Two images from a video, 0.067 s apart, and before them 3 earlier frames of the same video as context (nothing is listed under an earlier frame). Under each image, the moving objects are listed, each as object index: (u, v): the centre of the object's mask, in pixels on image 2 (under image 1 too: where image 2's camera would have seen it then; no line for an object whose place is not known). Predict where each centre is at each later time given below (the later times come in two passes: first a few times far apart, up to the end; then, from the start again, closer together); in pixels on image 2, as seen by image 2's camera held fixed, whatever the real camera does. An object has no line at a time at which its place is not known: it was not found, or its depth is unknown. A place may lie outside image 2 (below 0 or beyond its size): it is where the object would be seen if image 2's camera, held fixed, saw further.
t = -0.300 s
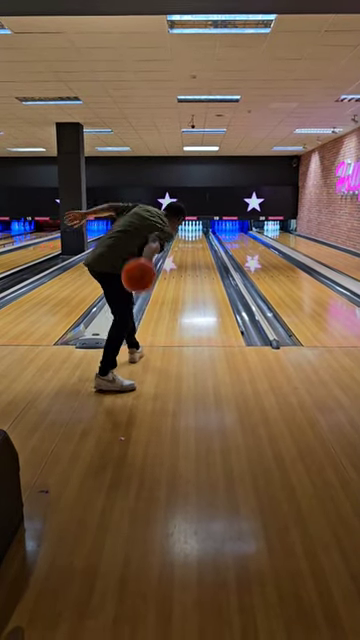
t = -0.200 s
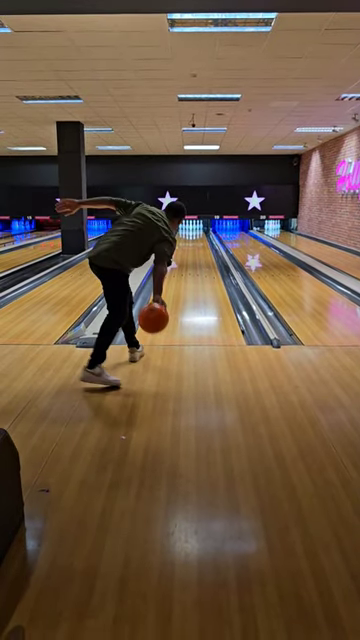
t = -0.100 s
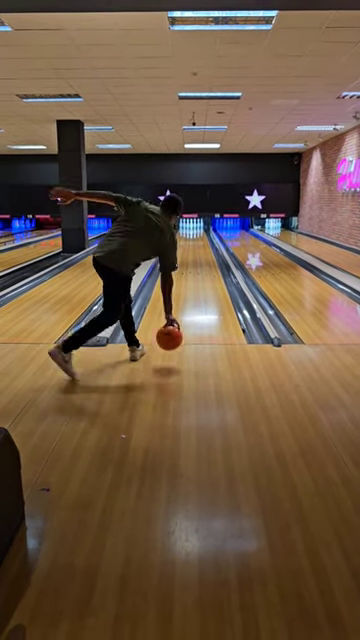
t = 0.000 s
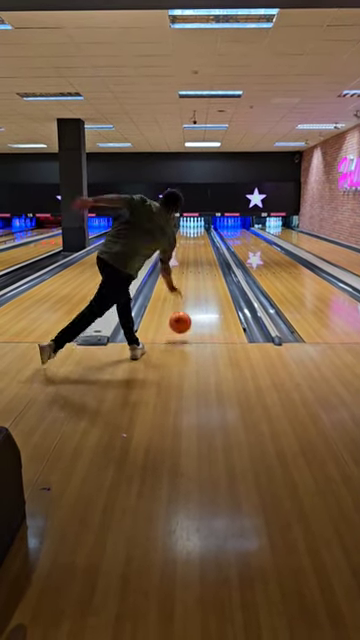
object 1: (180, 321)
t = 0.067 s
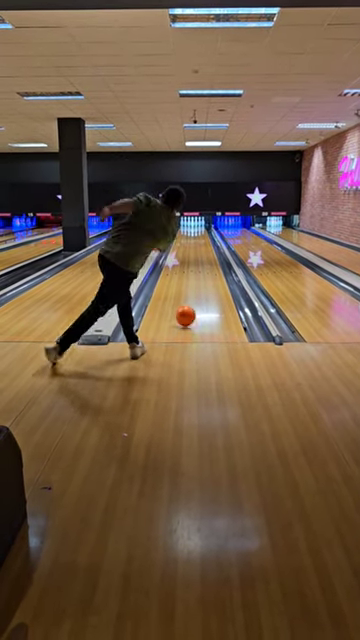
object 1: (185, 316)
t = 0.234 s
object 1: (194, 294)
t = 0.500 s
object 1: (201, 271)
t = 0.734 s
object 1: (205, 259)
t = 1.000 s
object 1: (209, 250)
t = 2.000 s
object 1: (211, 232)
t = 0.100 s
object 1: (187, 310)
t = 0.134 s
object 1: (189, 305)
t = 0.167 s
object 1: (191, 301)
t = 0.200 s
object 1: (192, 298)
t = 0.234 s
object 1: (194, 294)
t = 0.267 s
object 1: (195, 290)
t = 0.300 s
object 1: (196, 287)
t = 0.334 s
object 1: (197, 284)
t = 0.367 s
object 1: (198, 281)
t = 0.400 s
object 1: (199, 278)
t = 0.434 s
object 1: (200, 276)
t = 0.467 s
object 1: (200, 273)
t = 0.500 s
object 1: (201, 271)
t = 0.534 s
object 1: (202, 269)
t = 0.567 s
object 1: (202, 267)
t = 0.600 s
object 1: (203, 266)
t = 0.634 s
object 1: (204, 265)
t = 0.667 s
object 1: (204, 262)
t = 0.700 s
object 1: (204, 260)
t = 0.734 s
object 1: (205, 259)
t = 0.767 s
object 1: (206, 257)
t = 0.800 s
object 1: (206, 257)
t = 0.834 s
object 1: (206, 255)
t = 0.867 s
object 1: (207, 254)
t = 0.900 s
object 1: (207, 253)
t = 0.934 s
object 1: (208, 252)
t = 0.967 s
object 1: (208, 250)
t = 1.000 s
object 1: (209, 250)
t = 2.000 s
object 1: (211, 232)
